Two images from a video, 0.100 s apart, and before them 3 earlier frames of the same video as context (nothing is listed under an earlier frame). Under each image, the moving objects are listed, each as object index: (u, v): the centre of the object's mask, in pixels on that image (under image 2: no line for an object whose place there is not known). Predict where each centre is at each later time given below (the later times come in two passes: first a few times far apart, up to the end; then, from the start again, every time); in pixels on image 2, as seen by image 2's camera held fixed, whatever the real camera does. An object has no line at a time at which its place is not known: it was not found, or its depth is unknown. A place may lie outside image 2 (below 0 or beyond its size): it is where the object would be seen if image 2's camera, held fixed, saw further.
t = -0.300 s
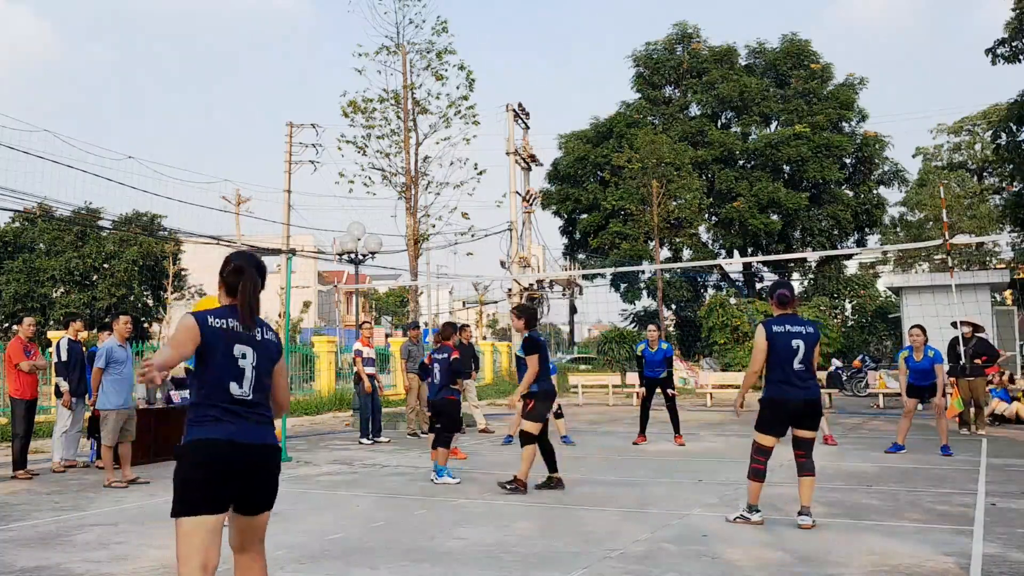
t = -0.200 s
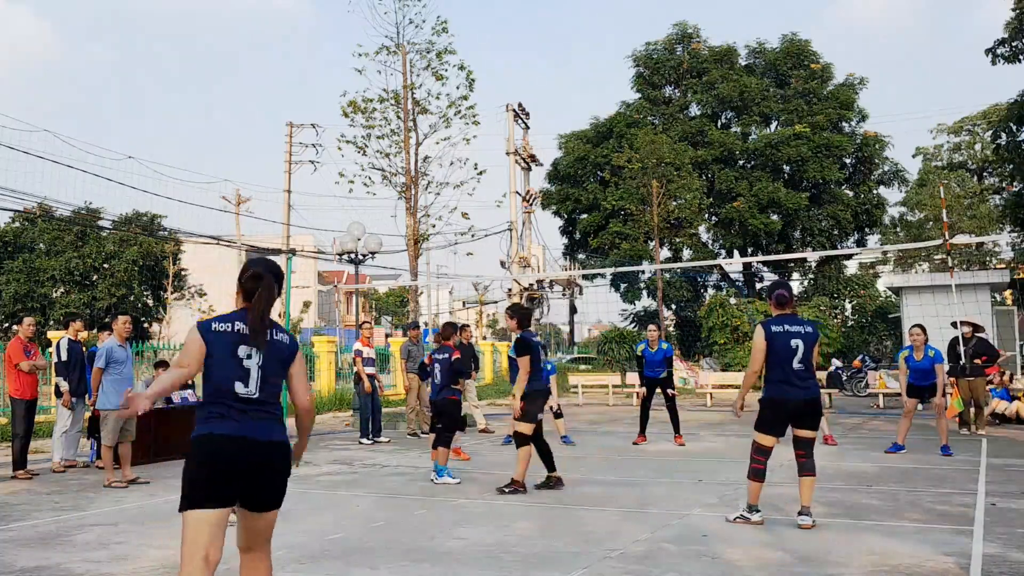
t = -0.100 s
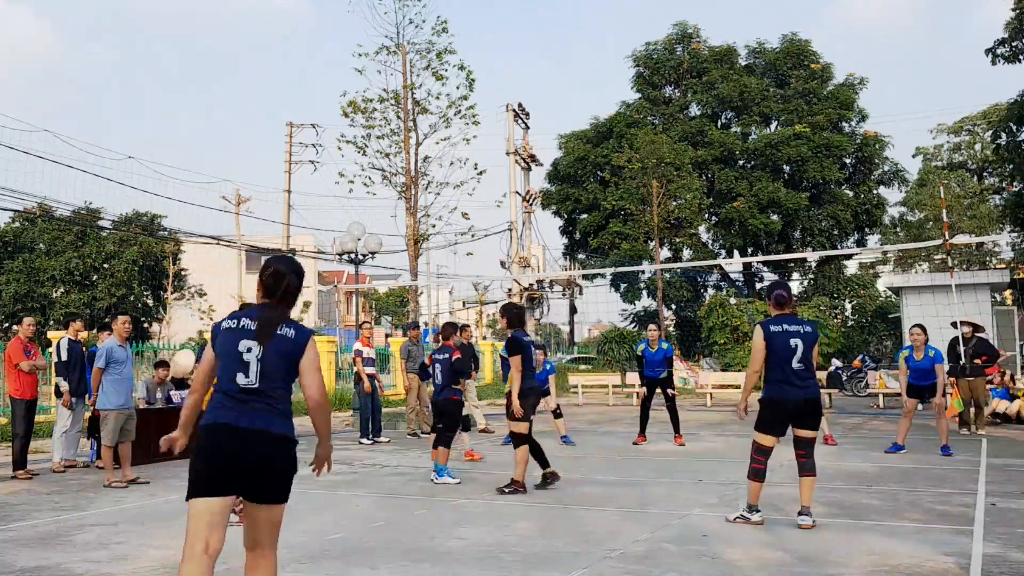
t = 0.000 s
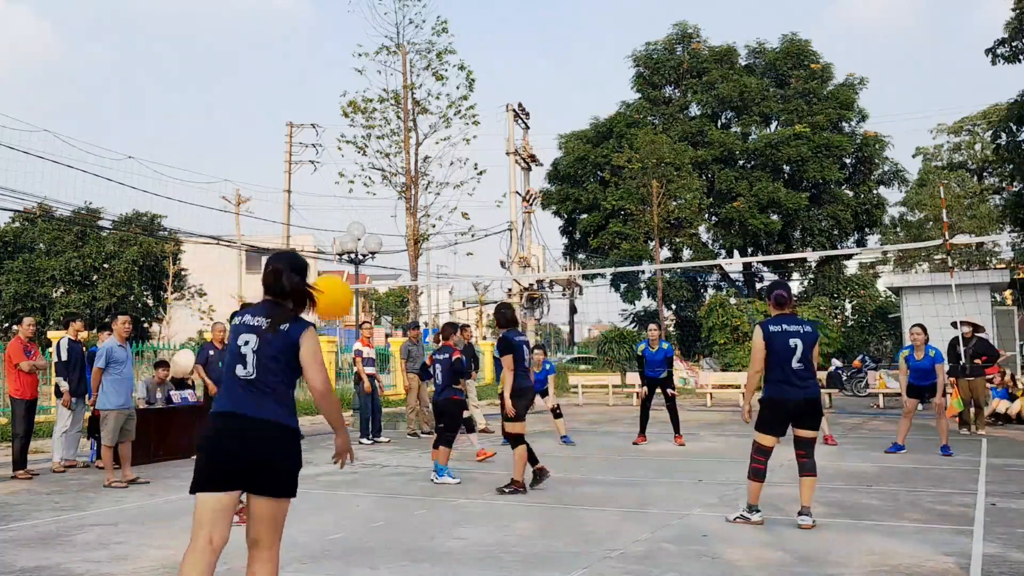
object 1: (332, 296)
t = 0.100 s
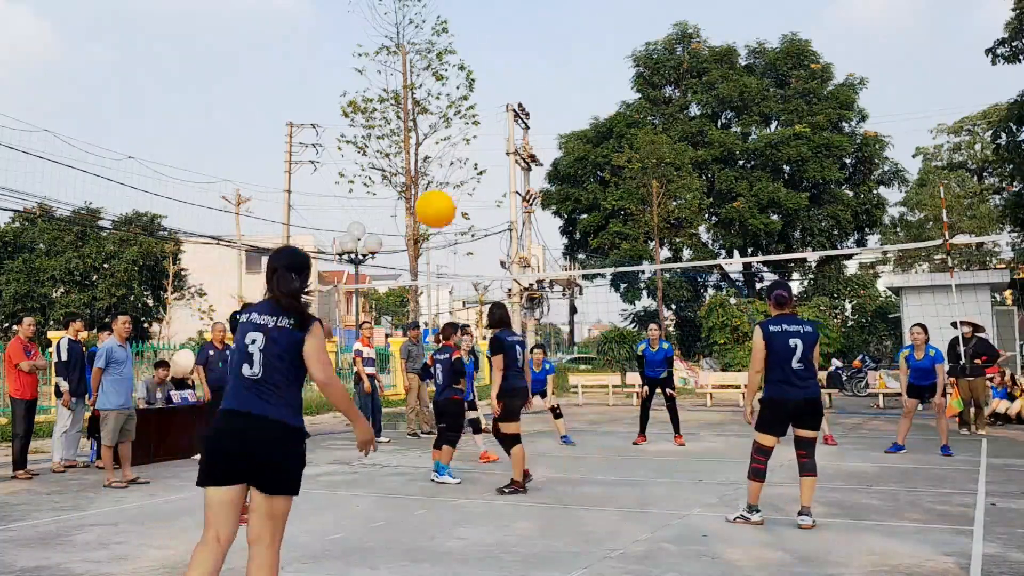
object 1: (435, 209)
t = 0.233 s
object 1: (536, 148)
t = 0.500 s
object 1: (663, 134)
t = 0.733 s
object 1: (728, 185)
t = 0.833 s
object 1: (748, 218)
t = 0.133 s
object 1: (464, 189)
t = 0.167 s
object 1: (490, 172)
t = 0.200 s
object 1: (514, 159)
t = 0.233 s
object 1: (536, 148)
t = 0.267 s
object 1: (557, 140)
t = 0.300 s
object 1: (575, 135)
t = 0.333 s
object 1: (593, 131)
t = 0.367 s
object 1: (609, 128)
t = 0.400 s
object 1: (624, 127)
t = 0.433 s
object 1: (638, 129)
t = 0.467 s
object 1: (651, 131)
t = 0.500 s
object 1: (663, 134)
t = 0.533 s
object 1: (674, 139)
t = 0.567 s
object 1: (684, 144)
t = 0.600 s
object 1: (694, 151)
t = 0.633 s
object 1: (703, 158)
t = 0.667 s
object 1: (712, 166)
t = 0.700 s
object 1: (720, 175)
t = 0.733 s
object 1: (728, 185)
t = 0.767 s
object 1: (735, 195)
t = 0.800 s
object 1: (742, 206)
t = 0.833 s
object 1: (748, 218)
